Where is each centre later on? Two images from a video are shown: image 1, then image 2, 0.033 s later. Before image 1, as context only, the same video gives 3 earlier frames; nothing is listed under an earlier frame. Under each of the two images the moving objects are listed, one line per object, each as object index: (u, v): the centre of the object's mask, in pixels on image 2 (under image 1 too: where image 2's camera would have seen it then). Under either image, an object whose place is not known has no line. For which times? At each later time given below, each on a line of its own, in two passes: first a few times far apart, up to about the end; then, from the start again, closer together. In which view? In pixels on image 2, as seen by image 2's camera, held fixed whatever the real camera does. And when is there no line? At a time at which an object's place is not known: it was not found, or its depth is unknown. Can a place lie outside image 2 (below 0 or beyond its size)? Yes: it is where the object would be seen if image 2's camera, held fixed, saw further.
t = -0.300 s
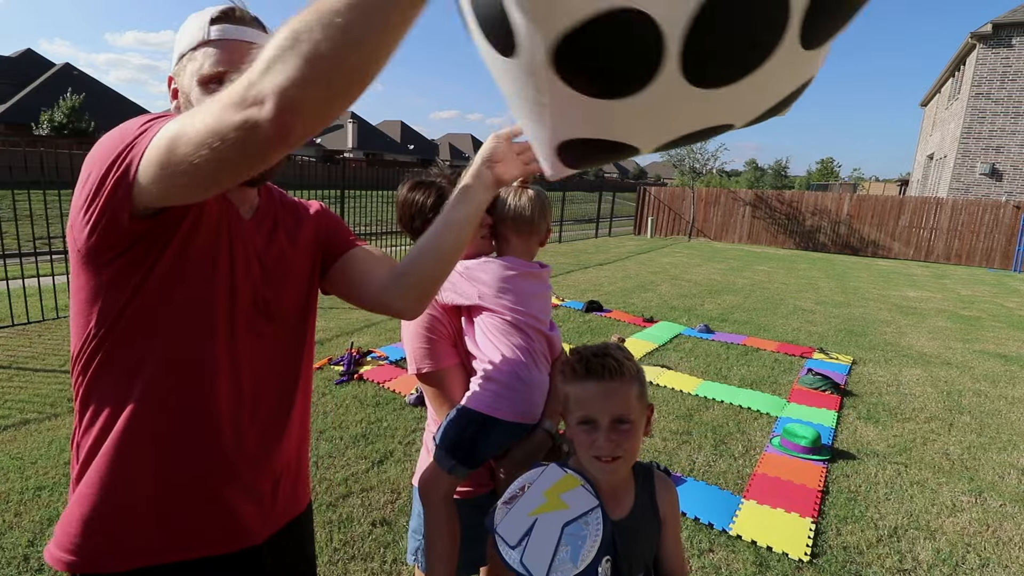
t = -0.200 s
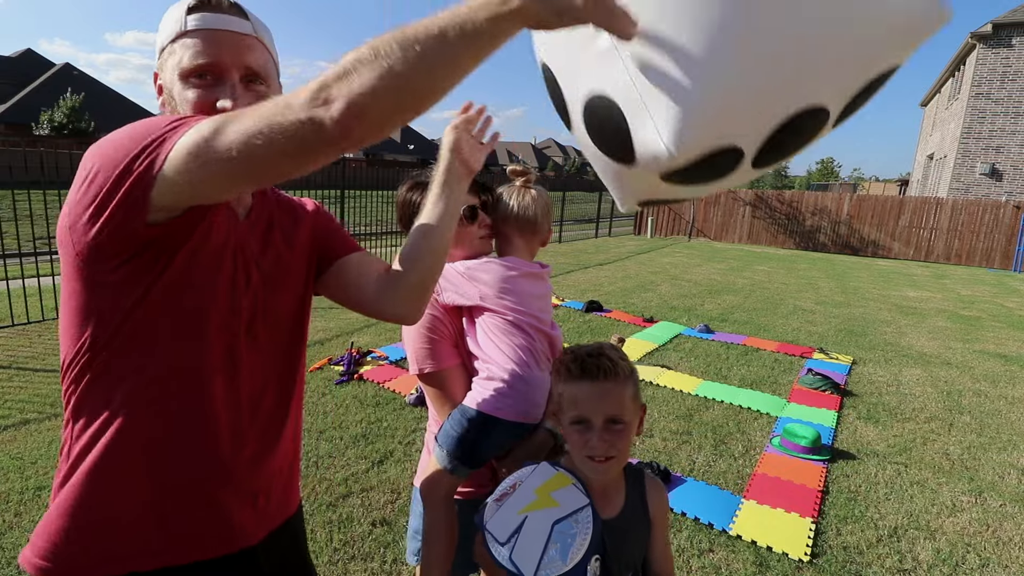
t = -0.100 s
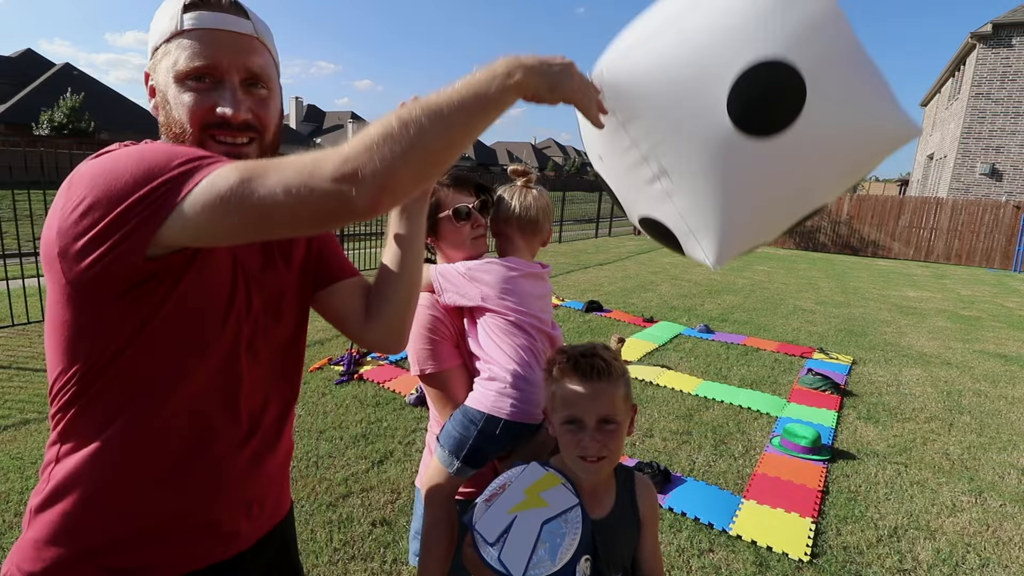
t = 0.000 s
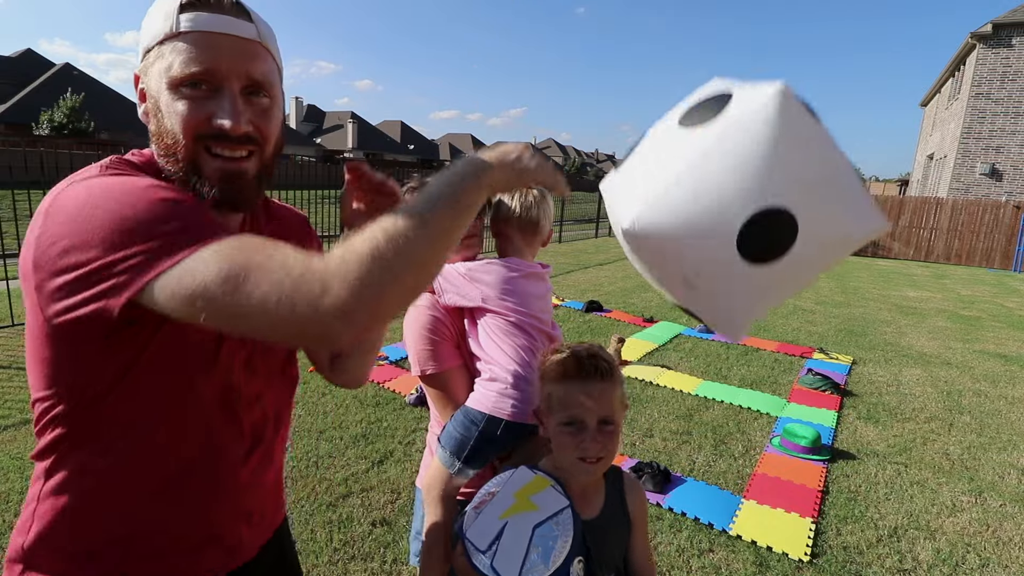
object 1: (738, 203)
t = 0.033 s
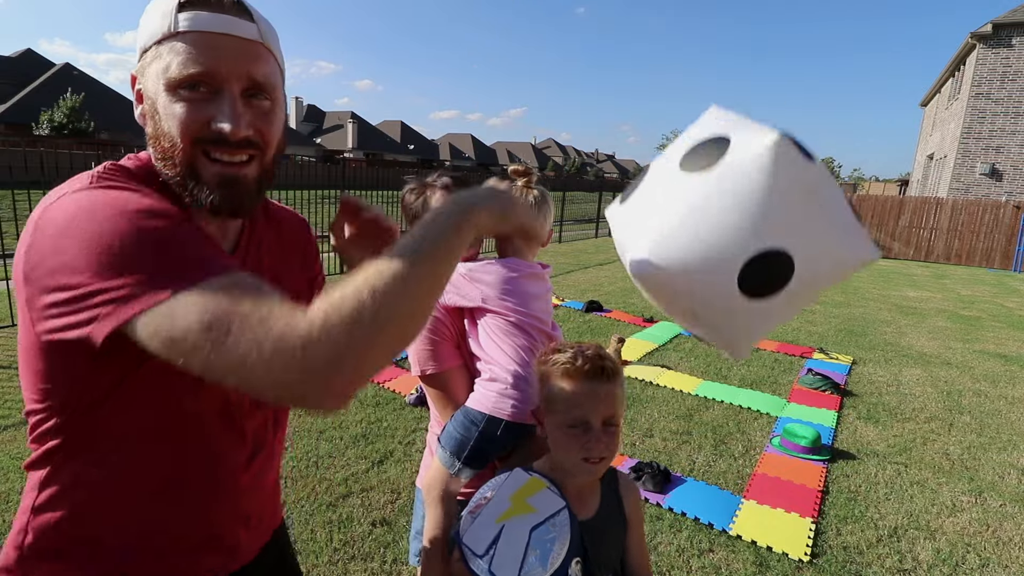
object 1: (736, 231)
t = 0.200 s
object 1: (723, 361)
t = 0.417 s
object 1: (726, 471)
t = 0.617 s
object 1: (751, 422)
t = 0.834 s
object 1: (762, 428)
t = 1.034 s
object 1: (760, 484)
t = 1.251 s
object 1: (782, 484)
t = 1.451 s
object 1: (790, 508)
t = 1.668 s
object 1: (787, 513)
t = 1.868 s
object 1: (777, 513)
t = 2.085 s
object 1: (767, 516)
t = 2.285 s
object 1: (768, 519)
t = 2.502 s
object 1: (769, 521)
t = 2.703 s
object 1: (767, 521)
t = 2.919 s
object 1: (767, 521)
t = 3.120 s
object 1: (767, 521)
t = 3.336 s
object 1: (768, 520)
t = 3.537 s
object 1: (768, 520)
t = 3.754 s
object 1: (768, 520)
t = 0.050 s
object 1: (736, 244)
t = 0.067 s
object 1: (734, 256)
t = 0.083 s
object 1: (733, 270)
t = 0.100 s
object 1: (732, 283)
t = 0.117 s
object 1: (730, 295)
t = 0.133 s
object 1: (729, 308)
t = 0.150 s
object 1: (727, 321)
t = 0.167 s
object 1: (726, 334)
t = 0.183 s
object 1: (725, 347)
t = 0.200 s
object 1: (723, 361)
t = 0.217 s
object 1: (723, 373)
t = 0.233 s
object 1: (722, 385)
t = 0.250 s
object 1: (721, 399)
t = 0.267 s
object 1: (721, 411)
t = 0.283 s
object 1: (720, 423)
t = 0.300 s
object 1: (720, 435)
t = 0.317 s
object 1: (720, 446)
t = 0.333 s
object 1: (720, 459)
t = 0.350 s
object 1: (721, 470)
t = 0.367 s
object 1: (722, 480)
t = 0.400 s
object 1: (725, 477)
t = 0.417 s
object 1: (726, 471)
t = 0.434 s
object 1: (728, 465)
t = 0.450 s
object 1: (731, 459)
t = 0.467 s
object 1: (733, 453)
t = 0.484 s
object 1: (736, 448)
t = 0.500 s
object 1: (738, 444)
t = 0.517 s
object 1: (740, 439)
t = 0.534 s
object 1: (743, 435)
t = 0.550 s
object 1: (744, 432)
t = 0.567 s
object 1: (746, 429)
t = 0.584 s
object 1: (748, 426)
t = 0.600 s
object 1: (750, 424)
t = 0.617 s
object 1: (751, 422)
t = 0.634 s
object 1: (753, 420)
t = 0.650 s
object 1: (754, 419)
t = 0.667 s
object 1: (755, 418)
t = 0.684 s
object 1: (756, 417)
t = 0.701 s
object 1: (757, 417)
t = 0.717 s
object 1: (758, 417)
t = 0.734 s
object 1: (759, 417)
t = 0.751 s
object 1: (759, 418)
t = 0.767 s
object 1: (760, 419)
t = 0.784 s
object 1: (761, 421)
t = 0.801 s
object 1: (761, 423)
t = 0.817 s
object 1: (761, 425)
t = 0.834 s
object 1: (762, 428)
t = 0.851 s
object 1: (762, 431)
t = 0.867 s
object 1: (762, 434)
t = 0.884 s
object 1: (763, 438)
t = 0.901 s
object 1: (763, 442)
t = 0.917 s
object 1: (762, 447)
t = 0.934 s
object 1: (762, 452)
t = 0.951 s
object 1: (762, 457)
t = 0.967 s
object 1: (761, 463)
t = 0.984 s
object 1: (761, 468)
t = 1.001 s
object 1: (760, 474)
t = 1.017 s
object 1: (760, 479)
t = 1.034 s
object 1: (760, 484)
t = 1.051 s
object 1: (761, 486)
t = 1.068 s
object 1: (762, 487)
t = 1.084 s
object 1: (764, 485)
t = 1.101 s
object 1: (766, 484)
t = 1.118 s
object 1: (768, 482)
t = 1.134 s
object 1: (770, 482)
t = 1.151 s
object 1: (772, 481)
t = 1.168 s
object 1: (773, 481)
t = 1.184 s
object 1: (775, 481)
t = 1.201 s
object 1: (777, 481)
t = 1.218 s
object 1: (778, 482)
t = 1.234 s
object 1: (780, 483)
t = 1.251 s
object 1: (782, 484)
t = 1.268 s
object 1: (783, 485)
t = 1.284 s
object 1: (785, 488)
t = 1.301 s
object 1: (786, 490)
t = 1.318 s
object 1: (787, 492)
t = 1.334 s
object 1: (788, 495)
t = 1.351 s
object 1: (789, 498)
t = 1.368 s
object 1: (790, 500)
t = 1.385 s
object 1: (790, 502)
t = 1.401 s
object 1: (790, 505)
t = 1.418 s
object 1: (790, 506)
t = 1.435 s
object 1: (790, 507)
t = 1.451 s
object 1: (790, 508)
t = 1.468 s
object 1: (790, 508)
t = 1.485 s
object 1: (790, 509)
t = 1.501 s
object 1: (790, 509)
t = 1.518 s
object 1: (790, 509)
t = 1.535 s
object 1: (790, 509)
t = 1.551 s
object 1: (789, 510)
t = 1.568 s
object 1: (789, 510)
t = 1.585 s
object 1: (789, 511)
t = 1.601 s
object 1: (789, 511)
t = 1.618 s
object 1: (788, 512)
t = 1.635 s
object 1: (788, 512)
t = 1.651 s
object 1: (787, 513)
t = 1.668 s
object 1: (787, 513)
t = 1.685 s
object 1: (786, 513)
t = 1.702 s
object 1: (786, 513)
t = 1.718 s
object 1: (785, 513)
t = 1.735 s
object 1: (784, 513)
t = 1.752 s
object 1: (784, 513)
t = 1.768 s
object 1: (783, 513)
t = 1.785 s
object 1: (783, 513)
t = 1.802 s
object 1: (782, 513)
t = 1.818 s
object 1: (781, 513)
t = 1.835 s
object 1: (779, 513)
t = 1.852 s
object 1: (779, 513)
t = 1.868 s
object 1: (777, 513)
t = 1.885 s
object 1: (776, 514)
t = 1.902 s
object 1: (775, 514)
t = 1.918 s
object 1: (774, 514)
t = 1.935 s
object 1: (773, 514)
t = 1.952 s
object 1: (772, 515)
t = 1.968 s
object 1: (771, 515)
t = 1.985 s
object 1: (770, 515)
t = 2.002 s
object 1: (769, 515)
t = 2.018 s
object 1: (769, 516)
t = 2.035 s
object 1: (768, 516)
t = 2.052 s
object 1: (767, 516)
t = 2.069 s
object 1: (767, 516)
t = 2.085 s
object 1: (767, 516)
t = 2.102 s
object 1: (766, 516)
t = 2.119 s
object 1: (766, 517)
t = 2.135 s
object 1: (766, 517)
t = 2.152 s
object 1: (766, 517)
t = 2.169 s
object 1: (766, 517)
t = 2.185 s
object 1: (767, 517)
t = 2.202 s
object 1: (766, 518)
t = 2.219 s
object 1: (767, 518)
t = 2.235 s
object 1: (767, 518)
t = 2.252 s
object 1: (767, 519)
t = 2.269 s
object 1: (768, 519)
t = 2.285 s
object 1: (768, 519)
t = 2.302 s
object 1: (768, 520)
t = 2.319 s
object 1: (768, 520)
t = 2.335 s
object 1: (768, 520)
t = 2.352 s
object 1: (769, 520)
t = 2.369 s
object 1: (769, 520)
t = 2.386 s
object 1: (769, 520)
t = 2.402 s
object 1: (769, 521)
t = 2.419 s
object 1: (769, 521)
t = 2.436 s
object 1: (769, 521)
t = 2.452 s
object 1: (769, 521)
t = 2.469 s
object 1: (769, 521)
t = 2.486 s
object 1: (769, 521)
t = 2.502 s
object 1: (769, 521)
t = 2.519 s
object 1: (769, 521)
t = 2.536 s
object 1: (768, 521)
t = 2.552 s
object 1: (768, 521)
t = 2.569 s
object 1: (768, 521)
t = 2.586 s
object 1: (768, 521)
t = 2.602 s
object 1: (768, 521)
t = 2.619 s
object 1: (767, 521)
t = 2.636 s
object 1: (767, 521)
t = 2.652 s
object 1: (767, 521)
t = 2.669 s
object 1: (767, 521)
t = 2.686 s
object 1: (767, 521)
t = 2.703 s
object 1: (767, 521)
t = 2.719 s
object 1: (767, 521)
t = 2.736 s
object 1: (767, 521)
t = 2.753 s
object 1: (767, 521)
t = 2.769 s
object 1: (767, 521)
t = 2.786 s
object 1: (767, 521)
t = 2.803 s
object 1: (767, 521)
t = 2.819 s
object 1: (767, 521)
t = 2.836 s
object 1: (767, 521)
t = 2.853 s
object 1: (767, 521)
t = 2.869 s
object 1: (767, 521)
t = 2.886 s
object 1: (767, 521)
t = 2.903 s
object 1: (767, 521)
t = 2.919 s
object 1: (767, 521)
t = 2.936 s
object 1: (767, 521)
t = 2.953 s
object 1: (767, 521)
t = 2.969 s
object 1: (767, 521)
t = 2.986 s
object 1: (767, 521)
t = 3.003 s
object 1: (767, 521)
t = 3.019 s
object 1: (767, 521)
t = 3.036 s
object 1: (767, 521)
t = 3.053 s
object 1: (767, 521)
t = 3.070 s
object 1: (767, 521)
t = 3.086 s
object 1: (767, 521)
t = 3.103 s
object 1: (767, 521)
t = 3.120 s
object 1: (767, 521)
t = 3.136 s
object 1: (768, 521)
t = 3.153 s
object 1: (767, 521)
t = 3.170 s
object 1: (768, 521)
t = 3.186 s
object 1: (768, 520)
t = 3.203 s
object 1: (768, 520)
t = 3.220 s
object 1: (768, 520)
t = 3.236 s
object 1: (768, 520)
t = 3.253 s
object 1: (768, 520)
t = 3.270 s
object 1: (768, 520)
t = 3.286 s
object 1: (768, 520)
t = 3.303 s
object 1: (768, 520)
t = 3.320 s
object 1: (768, 520)
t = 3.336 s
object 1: (768, 520)
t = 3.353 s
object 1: (768, 520)
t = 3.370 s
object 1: (768, 520)
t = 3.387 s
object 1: (768, 520)
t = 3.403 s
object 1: (768, 520)
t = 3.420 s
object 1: (768, 520)
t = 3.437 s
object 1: (768, 520)
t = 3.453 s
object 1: (768, 520)
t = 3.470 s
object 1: (768, 520)
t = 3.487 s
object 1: (768, 520)
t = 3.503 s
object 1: (768, 520)
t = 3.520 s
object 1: (768, 520)
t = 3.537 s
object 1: (768, 520)
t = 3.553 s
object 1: (768, 520)
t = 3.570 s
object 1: (768, 520)
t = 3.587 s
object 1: (768, 520)
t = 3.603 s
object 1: (768, 520)
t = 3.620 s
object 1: (768, 520)
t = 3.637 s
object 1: (768, 520)
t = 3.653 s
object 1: (768, 520)
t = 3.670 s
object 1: (768, 520)
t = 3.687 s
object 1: (768, 520)
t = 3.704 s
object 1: (768, 520)
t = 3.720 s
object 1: (768, 520)
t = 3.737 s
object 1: (768, 520)
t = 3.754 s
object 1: (768, 520)
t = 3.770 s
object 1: (768, 520)
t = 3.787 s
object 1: (768, 520)
